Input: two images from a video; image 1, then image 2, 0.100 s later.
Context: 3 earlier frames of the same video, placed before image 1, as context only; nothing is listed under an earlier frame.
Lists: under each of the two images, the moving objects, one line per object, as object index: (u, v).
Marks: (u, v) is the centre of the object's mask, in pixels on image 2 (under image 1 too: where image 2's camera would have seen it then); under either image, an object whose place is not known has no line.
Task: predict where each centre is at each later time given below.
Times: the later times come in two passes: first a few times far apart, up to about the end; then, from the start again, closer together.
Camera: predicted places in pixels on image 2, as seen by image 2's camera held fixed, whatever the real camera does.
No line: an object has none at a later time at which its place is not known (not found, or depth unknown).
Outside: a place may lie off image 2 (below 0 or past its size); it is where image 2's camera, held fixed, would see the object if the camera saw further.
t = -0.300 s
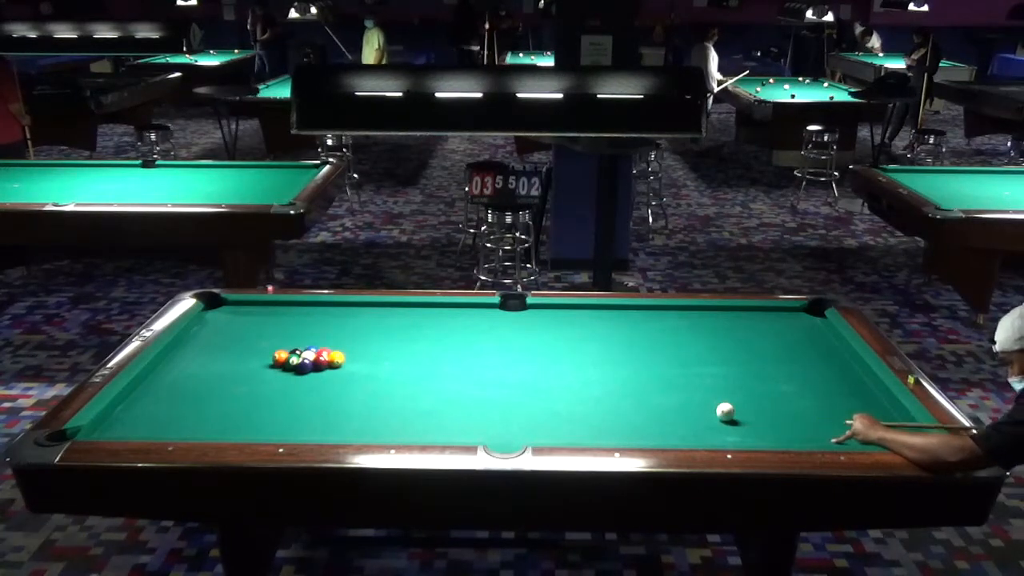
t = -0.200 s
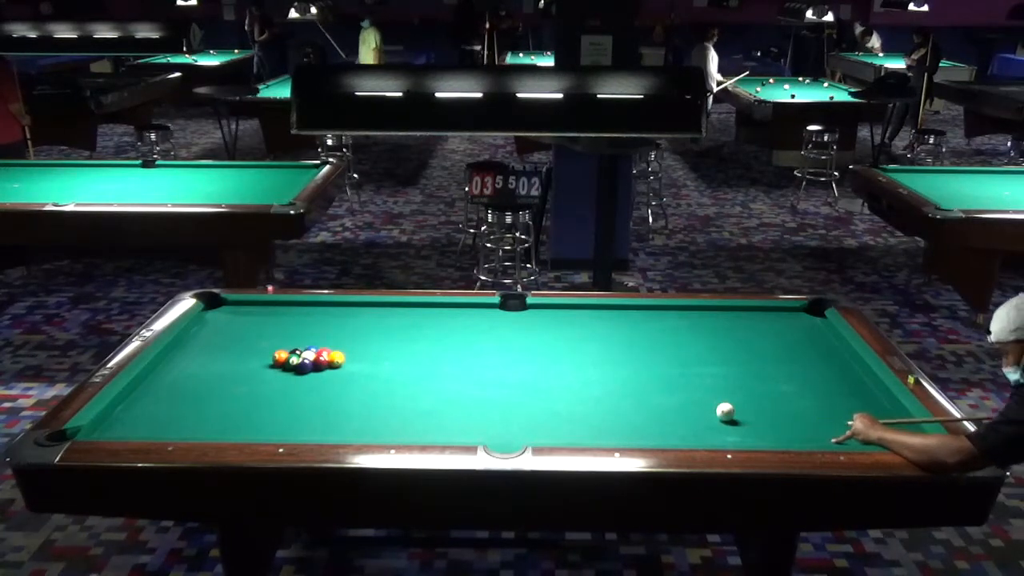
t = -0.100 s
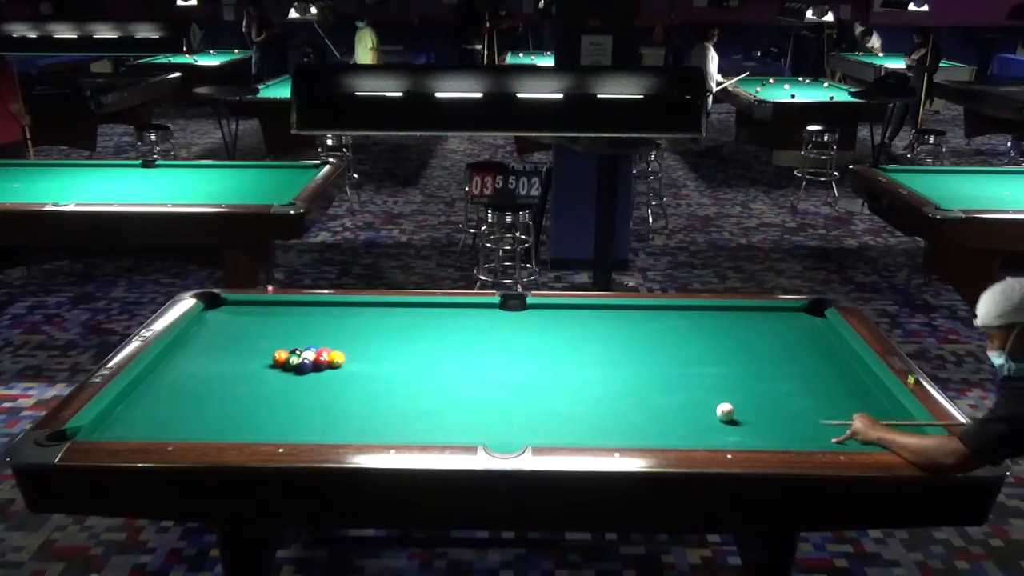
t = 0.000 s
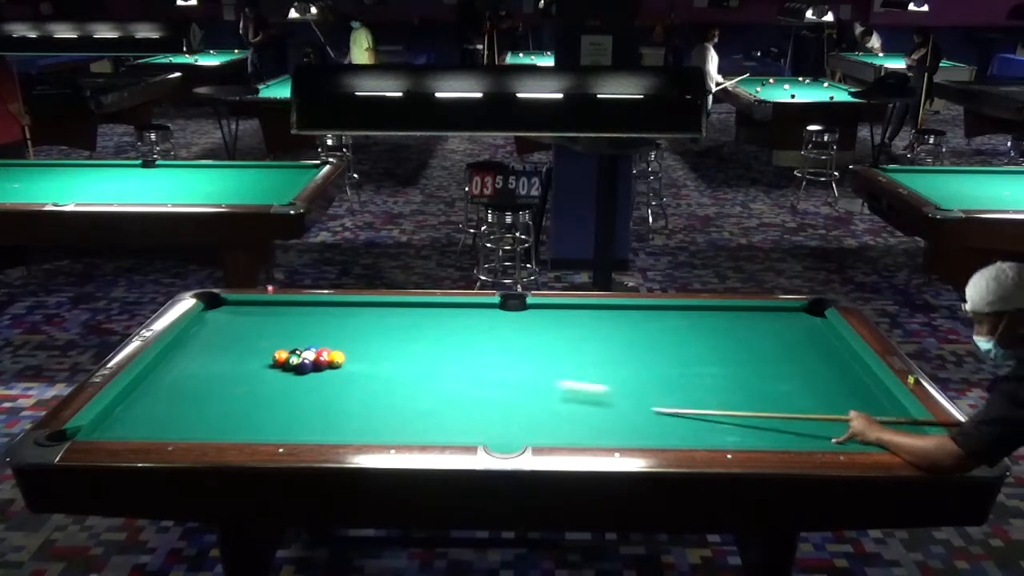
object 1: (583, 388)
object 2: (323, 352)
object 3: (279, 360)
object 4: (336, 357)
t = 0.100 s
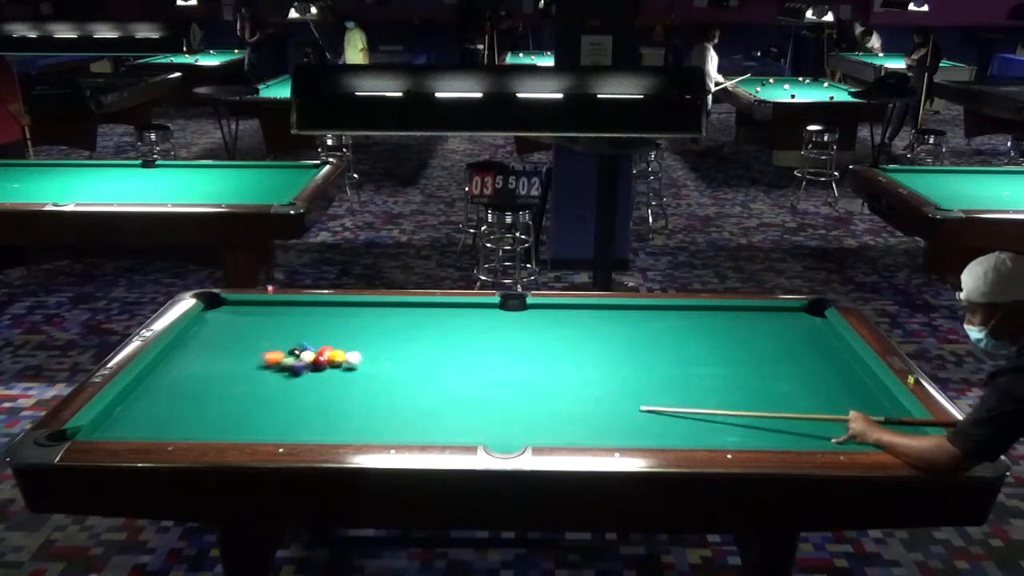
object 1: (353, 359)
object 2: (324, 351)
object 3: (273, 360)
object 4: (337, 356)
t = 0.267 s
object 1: (392, 368)
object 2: (361, 334)
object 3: (150, 375)
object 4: (355, 349)
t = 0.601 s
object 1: (460, 379)
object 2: (416, 306)
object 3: (171, 371)
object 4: (384, 334)
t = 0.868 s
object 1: (515, 387)
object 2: (442, 316)
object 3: (199, 371)
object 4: (404, 323)
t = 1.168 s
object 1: (578, 397)
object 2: (472, 330)
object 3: (227, 370)
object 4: (425, 313)
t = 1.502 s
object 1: (648, 408)
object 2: (507, 347)
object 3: (256, 370)
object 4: (442, 306)
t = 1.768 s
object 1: (703, 417)
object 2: (535, 361)
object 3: (277, 370)
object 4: (448, 310)
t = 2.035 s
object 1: (759, 427)
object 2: (565, 375)
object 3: (297, 369)
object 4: (481, 306)
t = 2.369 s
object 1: (830, 438)
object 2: (604, 394)
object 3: (310, 370)
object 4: (510, 311)
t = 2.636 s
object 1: (876, 439)
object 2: (636, 410)
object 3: (316, 372)
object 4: (532, 315)
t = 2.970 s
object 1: (920, 436)
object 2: (678, 429)
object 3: (322, 374)
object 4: (559, 320)
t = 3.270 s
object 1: (897, 435)
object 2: (709, 436)
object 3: (326, 375)
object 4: (581, 325)
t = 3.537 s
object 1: (879, 434)
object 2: (721, 431)
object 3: (327, 375)
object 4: (601, 328)
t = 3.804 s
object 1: (861, 432)
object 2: (732, 424)
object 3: (328, 376)
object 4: (619, 332)
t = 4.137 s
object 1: (842, 430)
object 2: (743, 416)
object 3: (328, 376)
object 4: (640, 336)
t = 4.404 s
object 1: (829, 429)
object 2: (751, 410)
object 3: (328, 376)
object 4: (655, 339)
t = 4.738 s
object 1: (816, 428)
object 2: (759, 405)
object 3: (328, 376)
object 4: (672, 342)
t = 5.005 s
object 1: (809, 427)
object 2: (764, 402)
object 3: (328, 376)
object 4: (683, 344)
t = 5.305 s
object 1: (801, 426)
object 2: (768, 399)
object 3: (328, 376)
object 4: (695, 347)
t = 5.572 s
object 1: (798, 425)
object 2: (771, 396)
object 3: (328, 376)
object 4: (704, 348)
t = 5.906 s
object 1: (796, 426)
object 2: (774, 394)
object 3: (328, 376)
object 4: (712, 350)
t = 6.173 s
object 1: (796, 425)
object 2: (775, 393)
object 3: (328, 376)
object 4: (718, 352)
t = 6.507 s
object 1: (797, 425)
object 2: (776, 393)
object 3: (328, 376)
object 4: (721, 352)
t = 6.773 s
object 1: (796, 425)
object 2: (776, 393)
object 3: (328, 376)
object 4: (723, 353)
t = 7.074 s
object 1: (796, 425)
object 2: (776, 393)
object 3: (328, 376)
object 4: (723, 353)
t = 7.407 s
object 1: (796, 425)
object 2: (776, 393)
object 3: (328, 376)
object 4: (723, 353)
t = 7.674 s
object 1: (797, 425)
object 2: (776, 393)
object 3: (328, 376)
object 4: (723, 353)
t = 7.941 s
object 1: (797, 425)
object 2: (776, 393)
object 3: (328, 376)
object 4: (723, 353)
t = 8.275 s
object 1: (797, 425)
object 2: (776, 393)
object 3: (328, 376)
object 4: (723, 353)
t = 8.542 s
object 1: (797, 425)
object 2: (776, 393)
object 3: (328, 375)
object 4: (724, 354)
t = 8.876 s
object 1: (797, 425)
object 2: (776, 393)
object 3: (328, 376)
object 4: (723, 354)
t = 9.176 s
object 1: (790, 423)
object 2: (776, 393)
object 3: (328, 376)
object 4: (723, 354)
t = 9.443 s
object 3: (328, 376)
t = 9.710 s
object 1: (797, 426)
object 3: (328, 376)
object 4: (723, 353)
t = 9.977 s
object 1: (797, 426)
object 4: (723, 353)
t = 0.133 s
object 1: (361, 360)
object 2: (332, 349)
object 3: (244, 364)
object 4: (342, 355)
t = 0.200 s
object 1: (377, 365)
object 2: (348, 339)
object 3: (189, 369)
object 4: (349, 352)
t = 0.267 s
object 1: (392, 368)
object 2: (361, 334)
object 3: (150, 375)
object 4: (355, 349)
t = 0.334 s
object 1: (405, 370)
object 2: (373, 328)
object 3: (156, 375)
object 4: (361, 345)
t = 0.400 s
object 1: (419, 372)
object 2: (384, 323)
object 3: (149, 372)
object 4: (367, 342)
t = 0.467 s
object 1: (433, 374)
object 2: (395, 317)
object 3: (157, 371)
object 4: (373, 339)
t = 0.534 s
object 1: (446, 376)
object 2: (405, 312)
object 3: (165, 371)
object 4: (379, 337)
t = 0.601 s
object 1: (460, 379)
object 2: (416, 306)
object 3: (171, 371)
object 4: (384, 334)
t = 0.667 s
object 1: (473, 381)
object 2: (423, 307)
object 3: (178, 372)
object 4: (389, 331)
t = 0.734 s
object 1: (487, 383)
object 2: (429, 310)
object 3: (185, 371)
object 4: (394, 328)
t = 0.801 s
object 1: (501, 385)
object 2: (436, 313)
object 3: (192, 371)
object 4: (399, 326)
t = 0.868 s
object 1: (515, 387)
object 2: (442, 316)
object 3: (199, 371)
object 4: (404, 323)
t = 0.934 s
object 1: (529, 389)
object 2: (449, 319)
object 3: (205, 370)
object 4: (409, 321)
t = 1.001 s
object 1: (542, 392)
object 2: (455, 323)
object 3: (212, 371)
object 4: (414, 319)
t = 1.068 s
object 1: (556, 394)
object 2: (462, 326)
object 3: (218, 370)
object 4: (418, 316)
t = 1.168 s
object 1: (578, 397)
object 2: (472, 330)
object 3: (227, 370)
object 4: (425, 313)
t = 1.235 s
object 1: (591, 399)
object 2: (478, 334)
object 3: (233, 371)
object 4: (429, 311)
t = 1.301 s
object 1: (605, 402)
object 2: (485, 337)
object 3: (236, 369)
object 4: (433, 308)
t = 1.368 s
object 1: (619, 404)
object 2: (492, 340)
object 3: (247, 366)
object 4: (437, 306)
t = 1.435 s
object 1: (633, 406)
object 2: (499, 344)
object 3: (252, 369)
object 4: (440, 305)
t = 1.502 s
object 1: (648, 408)
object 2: (507, 347)
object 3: (256, 370)
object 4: (442, 306)
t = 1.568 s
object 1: (662, 411)
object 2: (513, 350)
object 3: (262, 370)
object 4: (443, 307)
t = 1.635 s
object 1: (675, 413)
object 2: (521, 354)
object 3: (267, 369)
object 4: (445, 308)
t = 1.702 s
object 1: (689, 415)
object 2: (528, 357)
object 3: (272, 370)
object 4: (446, 309)
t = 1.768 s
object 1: (703, 417)
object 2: (535, 361)
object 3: (277, 370)
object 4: (448, 310)
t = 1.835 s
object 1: (717, 420)
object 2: (542, 364)
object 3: (283, 370)
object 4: (453, 310)
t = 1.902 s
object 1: (731, 422)
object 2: (550, 368)
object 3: (287, 369)
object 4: (465, 307)
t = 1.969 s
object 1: (746, 425)
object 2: (558, 371)
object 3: (292, 369)
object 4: (474, 306)
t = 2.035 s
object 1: (759, 427)
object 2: (565, 375)
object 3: (297, 369)
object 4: (481, 306)
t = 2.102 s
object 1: (774, 429)
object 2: (573, 379)
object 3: (301, 369)
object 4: (487, 307)
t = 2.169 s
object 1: (788, 432)
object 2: (581, 383)
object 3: (305, 369)
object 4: (492, 308)
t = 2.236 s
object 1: (802, 434)
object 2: (588, 386)
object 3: (306, 369)
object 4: (498, 309)
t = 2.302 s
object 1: (815, 435)
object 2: (596, 390)
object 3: (308, 370)
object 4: (504, 310)
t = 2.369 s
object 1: (830, 438)
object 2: (604, 394)
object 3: (310, 370)
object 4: (510, 311)
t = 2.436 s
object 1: (844, 439)
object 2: (612, 398)
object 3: (312, 371)
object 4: (515, 312)
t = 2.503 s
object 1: (857, 440)
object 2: (620, 402)
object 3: (313, 371)
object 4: (521, 314)
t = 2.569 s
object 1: (866, 439)
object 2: (628, 406)
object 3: (315, 371)
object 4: (527, 314)
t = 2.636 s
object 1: (876, 439)
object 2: (636, 410)
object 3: (316, 372)
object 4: (532, 315)
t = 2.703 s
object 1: (885, 439)
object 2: (645, 414)
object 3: (317, 372)
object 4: (538, 316)
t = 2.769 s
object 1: (894, 438)
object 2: (653, 418)
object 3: (319, 372)
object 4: (543, 317)
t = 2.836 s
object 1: (901, 437)
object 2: (662, 422)
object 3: (320, 373)
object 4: (548, 318)
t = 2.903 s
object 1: (911, 436)
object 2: (670, 425)
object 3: (321, 373)
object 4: (554, 319)
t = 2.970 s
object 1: (920, 436)
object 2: (678, 429)
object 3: (322, 374)
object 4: (559, 320)
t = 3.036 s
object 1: (918, 437)
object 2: (687, 433)
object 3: (323, 374)
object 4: (564, 321)
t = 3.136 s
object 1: (908, 435)
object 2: (700, 437)
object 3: (324, 374)
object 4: (571, 323)
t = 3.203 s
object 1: (903, 435)
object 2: (706, 437)
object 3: (325, 375)
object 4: (576, 324)
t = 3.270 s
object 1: (897, 435)
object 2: (709, 436)
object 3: (326, 375)
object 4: (581, 325)
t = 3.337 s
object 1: (892, 435)
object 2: (712, 435)
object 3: (326, 375)
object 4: (586, 326)
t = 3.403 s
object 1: (888, 435)
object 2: (715, 434)
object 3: (327, 376)
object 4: (591, 327)
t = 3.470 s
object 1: (884, 434)
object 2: (718, 433)
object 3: (327, 375)
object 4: (596, 328)
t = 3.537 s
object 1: (879, 434)
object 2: (721, 431)
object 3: (327, 375)
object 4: (601, 328)
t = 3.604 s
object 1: (875, 433)
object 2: (724, 430)
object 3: (328, 376)
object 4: (605, 329)
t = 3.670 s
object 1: (870, 433)
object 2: (727, 427)
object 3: (328, 376)
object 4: (610, 330)
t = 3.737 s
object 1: (865, 432)
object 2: (729, 425)
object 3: (328, 376)
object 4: (614, 331)
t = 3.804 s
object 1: (861, 432)
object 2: (732, 424)
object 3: (328, 376)
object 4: (619, 332)
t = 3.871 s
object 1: (857, 431)
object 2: (734, 422)
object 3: (328, 376)
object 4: (623, 333)
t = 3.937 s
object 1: (854, 431)
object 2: (736, 420)
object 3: (328, 376)
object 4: (627, 333)
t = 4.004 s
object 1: (849, 431)
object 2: (739, 419)
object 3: (328, 376)
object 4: (632, 334)
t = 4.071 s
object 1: (846, 430)
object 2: (741, 418)
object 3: (328, 376)
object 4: (635, 335)
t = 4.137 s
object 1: (842, 430)
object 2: (743, 416)
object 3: (328, 376)
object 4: (640, 336)
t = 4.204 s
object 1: (839, 429)
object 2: (745, 415)
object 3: (328, 376)
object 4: (644, 336)
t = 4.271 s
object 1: (836, 429)
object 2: (747, 413)
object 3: (328, 376)
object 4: (648, 337)
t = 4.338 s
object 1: (832, 429)
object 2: (749, 412)
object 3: (328, 376)
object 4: (651, 338)
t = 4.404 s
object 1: (829, 429)
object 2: (751, 410)
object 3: (328, 376)
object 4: (655, 339)
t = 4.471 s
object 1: (827, 428)
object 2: (753, 410)
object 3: (328, 375)
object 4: (658, 339)
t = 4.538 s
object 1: (824, 428)
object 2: (754, 409)
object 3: (328, 375)
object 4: (662, 340)
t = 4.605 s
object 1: (821, 428)
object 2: (756, 407)
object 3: (328, 375)
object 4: (665, 341)
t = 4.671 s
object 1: (819, 428)
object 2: (757, 407)
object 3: (328, 375)
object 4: (669, 341)
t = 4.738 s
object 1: (816, 428)
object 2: (759, 405)
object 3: (328, 376)
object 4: (672, 342)
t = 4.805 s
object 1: (814, 428)
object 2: (760, 405)
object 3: (328, 375)
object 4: (675, 343)
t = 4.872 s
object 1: (812, 428)
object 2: (761, 403)
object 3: (328, 376)
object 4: (678, 343)
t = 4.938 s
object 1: (810, 427)
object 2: (763, 403)
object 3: (328, 376)
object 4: (681, 344)
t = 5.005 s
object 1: (809, 427)
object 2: (764, 402)
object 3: (328, 376)
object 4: (683, 344)
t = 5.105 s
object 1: (806, 427)
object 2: (766, 400)
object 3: (328, 376)
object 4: (687, 345)
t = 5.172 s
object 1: (805, 427)
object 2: (766, 400)
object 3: (328, 376)
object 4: (690, 346)
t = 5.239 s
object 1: (803, 427)
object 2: (768, 399)
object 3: (328, 376)
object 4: (692, 346)
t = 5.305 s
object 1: (801, 426)
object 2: (768, 399)
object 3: (328, 376)
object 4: (695, 347)
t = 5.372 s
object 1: (801, 426)
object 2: (769, 398)
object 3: (328, 375)
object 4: (697, 347)
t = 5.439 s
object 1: (800, 426)
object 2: (770, 397)
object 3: (328, 376)
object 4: (699, 347)
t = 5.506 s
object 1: (799, 426)
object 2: (771, 397)
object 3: (328, 376)
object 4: (702, 348)
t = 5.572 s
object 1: (798, 425)
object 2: (771, 396)
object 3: (328, 376)
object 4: (704, 348)
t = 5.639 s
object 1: (798, 426)
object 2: (772, 396)
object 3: (328, 376)
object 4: (706, 349)
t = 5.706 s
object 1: (797, 425)
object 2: (772, 395)
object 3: (328, 376)
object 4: (708, 349)
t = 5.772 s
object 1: (796, 425)
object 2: (773, 395)
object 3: (328, 376)
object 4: (710, 350)
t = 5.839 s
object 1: (796, 426)
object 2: (773, 394)
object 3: (328, 376)
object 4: (711, 350)
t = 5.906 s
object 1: (796, 426)
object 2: (774, 394)
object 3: (328, 376)
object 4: (712, 350)
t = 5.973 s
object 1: (796, 426)
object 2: (774, 394)
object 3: (328, 376)
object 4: (714, 351)
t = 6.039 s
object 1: (796, 426)
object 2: (774, 394)
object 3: (328, 376)
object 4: (715, 351)
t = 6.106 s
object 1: (796, 426)
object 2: (774, 394)
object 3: (328, 376)
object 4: (716, 351)
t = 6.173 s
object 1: (796, 425)
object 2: (775, 393)
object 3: (328, 376)
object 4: (718, 352)
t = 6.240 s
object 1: (796, 426)
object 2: (775, 393)
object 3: (328, 376)
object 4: (718, 352)
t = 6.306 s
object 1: (797, 426)
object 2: (775, 393)
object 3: (328, 376)
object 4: (719, 352)
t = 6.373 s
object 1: (796, 425)
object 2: (775, 393)
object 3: (328, 376)
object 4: (720, 352)
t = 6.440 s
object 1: (797, 425)
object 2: (775, 393)
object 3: (328, 376)
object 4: (721, 352)
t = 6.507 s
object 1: (797, 425)
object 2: (776, 393)
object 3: (328, 376)
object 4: (721, 352)
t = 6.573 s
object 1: (796, 425)
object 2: (776, 393)
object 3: (328, 376)
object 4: (722, 353)
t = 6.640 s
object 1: (796, 425)
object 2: (776, 393)
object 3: (328, 376)
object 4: (722, 353)
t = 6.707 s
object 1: (796, 425)
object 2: (776, 393)
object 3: (328, 376)
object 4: (722, 353)
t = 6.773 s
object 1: (796, 425)
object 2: (776, 393)
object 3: (328, 376)
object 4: (723, 353)
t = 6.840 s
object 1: (797, 425)
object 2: (775, 393)
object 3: (328, 376)
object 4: (723, 353)
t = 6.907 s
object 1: (797, 425)
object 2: (776, 393)
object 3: (328, 376)
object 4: (723, 353)
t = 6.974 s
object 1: (797, 425)
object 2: (776, 393)
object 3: (328, 375)
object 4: (723, 353)
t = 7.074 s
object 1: (796, 425)
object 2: (776, 393)
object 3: (328, 376)
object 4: (723, 353)
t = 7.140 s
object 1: (796, 425)
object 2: (775, 393)
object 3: (328, 376)
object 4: (723, 353)
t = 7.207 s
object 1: (796, 425)
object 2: (775, 393)
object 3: (328, 376)
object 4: (723, 353)
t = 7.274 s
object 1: (797, 425)
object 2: (776, 393)
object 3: (328, 376)
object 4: (723, 353)
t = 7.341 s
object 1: (797, 425)
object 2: (776, 393)
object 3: (328, 376)
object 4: (723, 353)
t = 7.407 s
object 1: (796, 425)
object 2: (776, 393)
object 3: (328, 376)
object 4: (723, 353)
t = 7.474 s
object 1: (797, 425)
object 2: (775, 393)
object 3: (328, 375)
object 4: (723, 353)
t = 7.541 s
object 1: (797, 425)
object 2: (776, 393)
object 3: (328, 376)
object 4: (723, 353)
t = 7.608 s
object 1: (797, 425)
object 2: (776, 393)
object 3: (328, 375)
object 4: (723, 353)
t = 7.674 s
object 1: (797, 425)
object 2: (776, 393)
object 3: (328, 376)
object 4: (723, 353)
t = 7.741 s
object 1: (797, 425)
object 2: (776, 393)
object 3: (328, 376)
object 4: (723, 353)
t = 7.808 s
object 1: (797, 425)
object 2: (776, 393)
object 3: (328, 376)
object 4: (723, 353)
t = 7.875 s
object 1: (797, 425)
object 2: (776, 393)
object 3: (328, 376)
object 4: (723, 353)
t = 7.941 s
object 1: (797, 425)
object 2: (776, 393)
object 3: (328, 376)
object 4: (723, 353)
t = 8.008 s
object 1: (797, 425)
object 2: (776, 393)
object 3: (328, 376)
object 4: (723, 353)
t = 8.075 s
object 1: (797, 425)
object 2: (776, 393)
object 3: (328, 376)
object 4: (723, 353)
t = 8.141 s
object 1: (797, 425)
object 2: (776, 393)
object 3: (328, 376)
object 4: (723, 353)
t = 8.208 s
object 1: (797, 425)
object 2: (776, 393)
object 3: (328, 376)
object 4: (723, 353)
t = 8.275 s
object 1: (797, 425)
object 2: (776, 393)
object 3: (328, 376)
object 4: (723, 353)
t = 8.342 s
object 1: (797, 425)
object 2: (776, 393)
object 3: (328, 375)
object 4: (723, 353)
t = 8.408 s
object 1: (797, 425)
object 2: (776, 393)
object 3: (328, 376)
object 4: (724, 354)
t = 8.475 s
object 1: (797, 425)
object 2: (776, 393)
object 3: (328, 375)
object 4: (723, 354)
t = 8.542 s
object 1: (797, 425)
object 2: (776, 393)
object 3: (328, 375)
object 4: (724, 354)
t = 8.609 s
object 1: (797, 425)
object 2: (776, 393)
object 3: (328, 376)
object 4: (723, 354)
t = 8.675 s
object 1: (797, 425)
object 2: (776, 393)
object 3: (328, 376)
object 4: (723, 354)
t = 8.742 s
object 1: (797, 425)
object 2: (776, 393)
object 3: (328, 376)
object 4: (723, 354)
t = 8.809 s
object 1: (797, 425)
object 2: (776, 393)
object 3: (328, 376)
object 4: (723, 354)
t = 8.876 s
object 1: (797, 425)
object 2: (776, 393)
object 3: (328, 376)
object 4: (723, 354)
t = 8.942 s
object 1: (797, 425)
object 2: (776, 393)
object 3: (328, 376)
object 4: (723, 354)
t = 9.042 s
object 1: (797, 425)
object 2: (776, 393)
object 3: (328, 376)
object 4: (723, 354)
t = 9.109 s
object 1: (797, 425)
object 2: (776, 393)
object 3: (328, 376)
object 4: (723, 354)
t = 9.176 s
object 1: (790, 423)
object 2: (776, 393)
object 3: (328, 376)
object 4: (723, 354)
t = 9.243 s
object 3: (328, 376)
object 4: (723, 354)
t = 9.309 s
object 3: (328, 375)
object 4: (723, 354)
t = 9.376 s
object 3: (328, 376)
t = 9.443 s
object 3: (328, 376)
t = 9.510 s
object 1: (797, 423)
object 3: (328, 376)
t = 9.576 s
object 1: (797, 426)
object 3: (328, 376)
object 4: (723, 353)
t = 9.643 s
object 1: (797, 426)
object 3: (328, 376)
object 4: (723, 353)
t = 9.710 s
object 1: (797, 426)
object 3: (328, 376)
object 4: (723, 353)
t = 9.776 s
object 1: (797, 426)
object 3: (328, 376)
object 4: (723, 353)
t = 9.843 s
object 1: (797, 426)
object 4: (723, 353)
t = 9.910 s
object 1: (797, 426)
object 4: (723, 353)
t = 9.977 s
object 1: (797, 426)
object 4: (723, 353)
